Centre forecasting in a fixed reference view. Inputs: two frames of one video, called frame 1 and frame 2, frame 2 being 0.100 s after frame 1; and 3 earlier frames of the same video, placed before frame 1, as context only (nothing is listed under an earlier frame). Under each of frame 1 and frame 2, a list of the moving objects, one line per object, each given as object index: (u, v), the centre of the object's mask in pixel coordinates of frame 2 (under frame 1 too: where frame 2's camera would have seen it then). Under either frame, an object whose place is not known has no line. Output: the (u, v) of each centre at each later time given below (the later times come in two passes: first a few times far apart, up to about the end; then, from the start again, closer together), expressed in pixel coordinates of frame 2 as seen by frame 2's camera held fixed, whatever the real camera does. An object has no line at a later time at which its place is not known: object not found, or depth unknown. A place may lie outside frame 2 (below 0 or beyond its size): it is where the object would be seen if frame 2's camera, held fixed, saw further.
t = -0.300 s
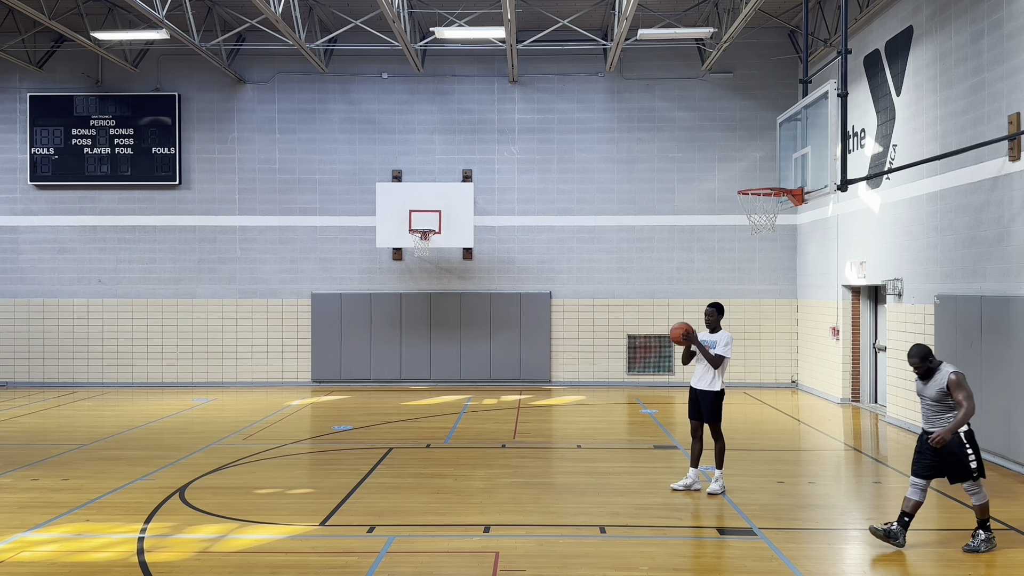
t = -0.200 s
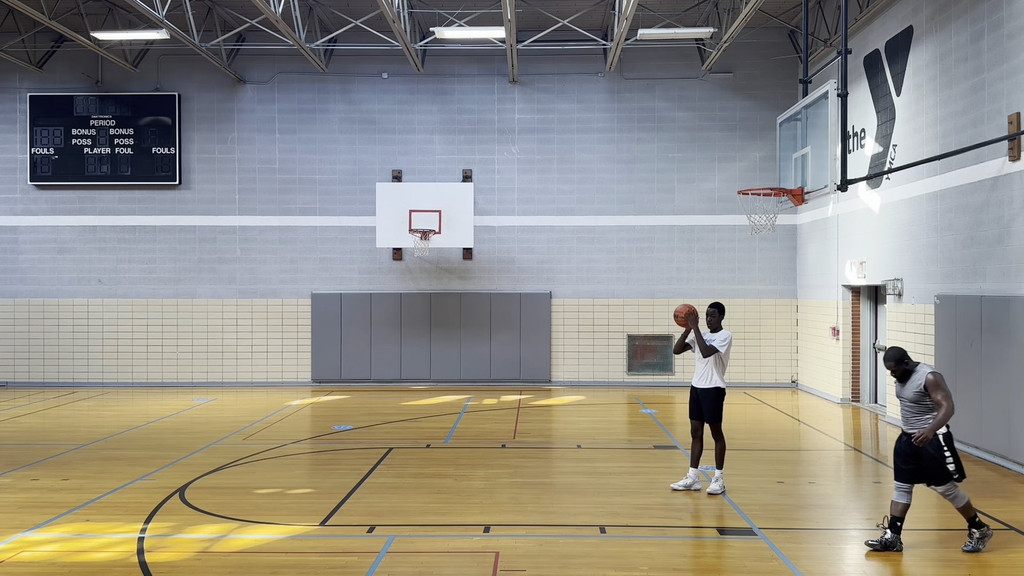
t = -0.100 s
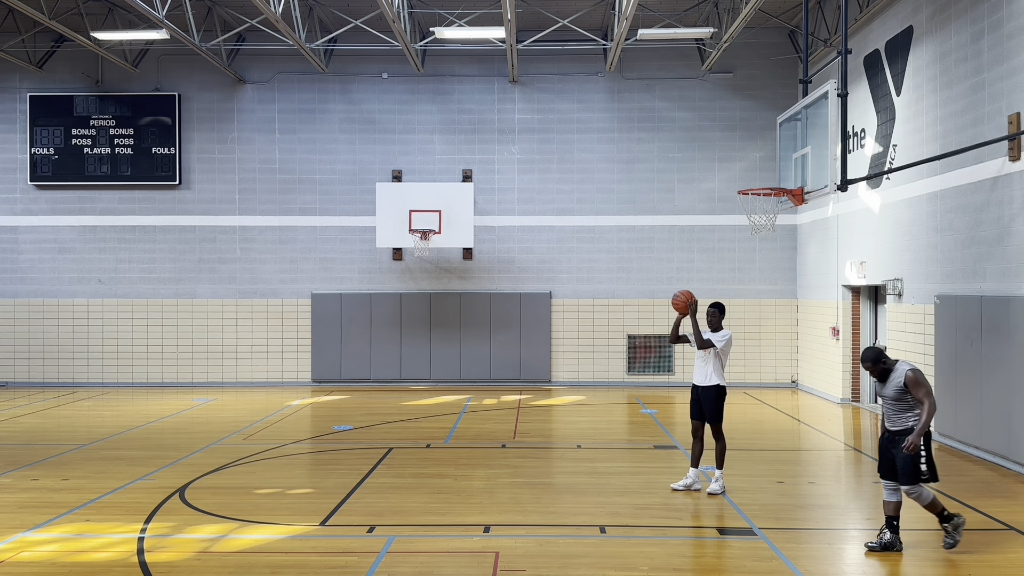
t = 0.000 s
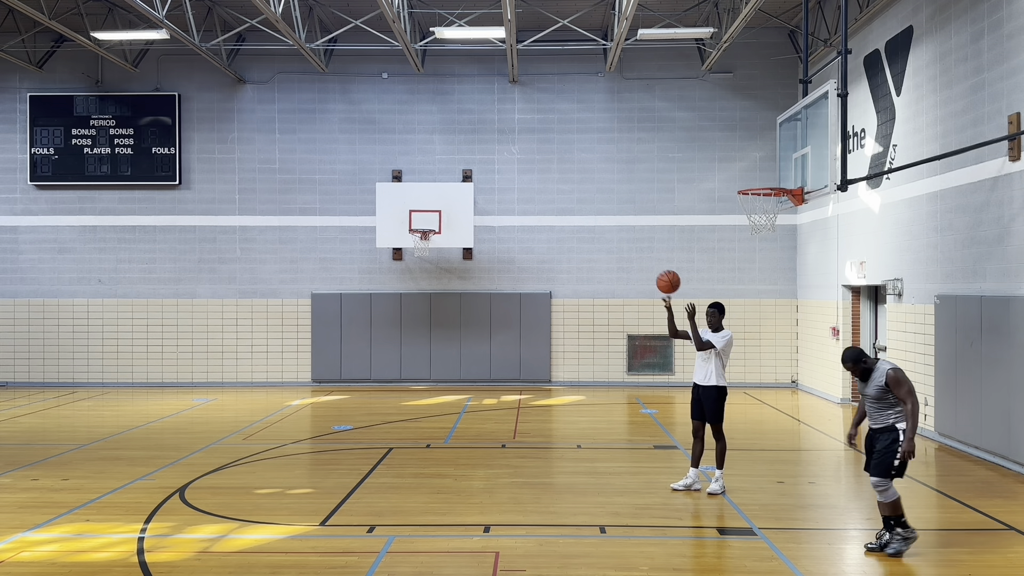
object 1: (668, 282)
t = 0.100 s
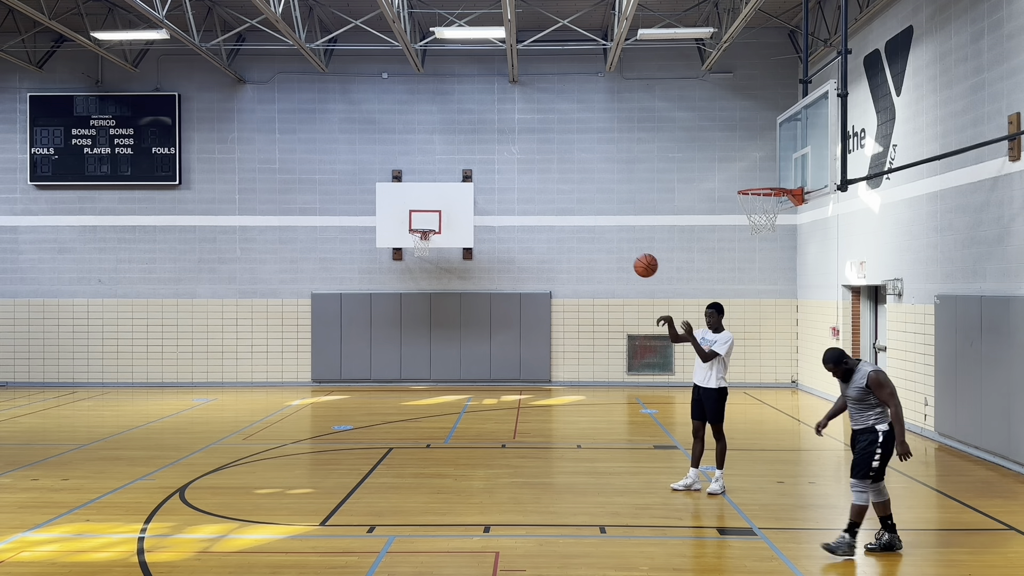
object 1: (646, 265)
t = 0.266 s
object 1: (608, 259)
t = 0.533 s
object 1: (546, 307)
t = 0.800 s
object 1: (483, 429)
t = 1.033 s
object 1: (449, 437)
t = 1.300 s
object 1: (432, 366)
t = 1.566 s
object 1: (414, 369)
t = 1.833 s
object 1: (397, 448)
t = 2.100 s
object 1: (376, 448)
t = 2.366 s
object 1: (350, 417)
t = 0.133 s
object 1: (638, 262)
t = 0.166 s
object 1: (631, 260)
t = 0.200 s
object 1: (623, 259)
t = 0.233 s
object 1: (615, 258)
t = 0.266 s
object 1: (608, 259)
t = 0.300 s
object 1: (600, 261)
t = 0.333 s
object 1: (592, 264)
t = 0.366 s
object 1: (585, 269)
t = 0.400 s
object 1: (577, 274)
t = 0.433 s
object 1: (569, 281)
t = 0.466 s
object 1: (562, 288)
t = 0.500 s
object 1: (554, 297)
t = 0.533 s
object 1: (546, 307)
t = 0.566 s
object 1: (538, 319)
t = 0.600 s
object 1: (531, 330)
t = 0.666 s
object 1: (515, 359)
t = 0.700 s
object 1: (507, 374)
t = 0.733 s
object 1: (499, 391)
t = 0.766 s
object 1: (491, 410)
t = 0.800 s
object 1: (483, 429)
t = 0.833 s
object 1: (475, 450)
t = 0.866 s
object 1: (467, 472)
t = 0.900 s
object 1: (458, 495)
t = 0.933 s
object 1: (456, 482)
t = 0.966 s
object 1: (453, 466)
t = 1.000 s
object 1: (451, 450)
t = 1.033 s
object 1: (449, 437)
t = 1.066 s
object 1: (447, 424)
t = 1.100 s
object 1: (445, 412)
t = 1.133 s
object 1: (443, 401)
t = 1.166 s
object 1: (441, 392)
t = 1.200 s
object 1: (438, 383)
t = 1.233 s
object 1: (436, 376)
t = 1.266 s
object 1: (434, 371)
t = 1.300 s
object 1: (432, 366)
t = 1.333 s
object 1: (430, 362)
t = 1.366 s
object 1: (427, 360)
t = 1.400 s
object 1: (425, 358)
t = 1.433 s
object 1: (423, 358)
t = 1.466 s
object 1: (421, 359)
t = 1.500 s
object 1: (419, 361)
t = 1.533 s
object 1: (416, 365)
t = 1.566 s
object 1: (414, 369)
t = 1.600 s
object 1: (412, 375)
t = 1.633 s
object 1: (410, 382)
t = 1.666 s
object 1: (408, 390)
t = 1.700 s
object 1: (406, 399)
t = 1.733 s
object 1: (404, 410)
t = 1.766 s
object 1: (401, 421)
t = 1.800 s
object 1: (399, 434)
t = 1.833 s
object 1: (397, 448)
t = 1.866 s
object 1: (395, 463)
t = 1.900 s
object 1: (393, 479)
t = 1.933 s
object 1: (391, 497)
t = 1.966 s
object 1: (388, 491)
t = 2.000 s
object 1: (385, 478)
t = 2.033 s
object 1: (382, 467)
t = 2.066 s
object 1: (379, 457)
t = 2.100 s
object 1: (376, 448)
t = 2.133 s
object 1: (372, 440)
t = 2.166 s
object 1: (369, 433)
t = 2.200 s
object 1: (366, 427)
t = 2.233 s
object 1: (363, 423)
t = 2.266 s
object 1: (360, 420)
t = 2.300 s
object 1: (357, 418)
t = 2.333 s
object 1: (353, 417)
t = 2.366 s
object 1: (350, 417)
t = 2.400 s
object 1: (346, 418)
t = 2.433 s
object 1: (343, 421)
